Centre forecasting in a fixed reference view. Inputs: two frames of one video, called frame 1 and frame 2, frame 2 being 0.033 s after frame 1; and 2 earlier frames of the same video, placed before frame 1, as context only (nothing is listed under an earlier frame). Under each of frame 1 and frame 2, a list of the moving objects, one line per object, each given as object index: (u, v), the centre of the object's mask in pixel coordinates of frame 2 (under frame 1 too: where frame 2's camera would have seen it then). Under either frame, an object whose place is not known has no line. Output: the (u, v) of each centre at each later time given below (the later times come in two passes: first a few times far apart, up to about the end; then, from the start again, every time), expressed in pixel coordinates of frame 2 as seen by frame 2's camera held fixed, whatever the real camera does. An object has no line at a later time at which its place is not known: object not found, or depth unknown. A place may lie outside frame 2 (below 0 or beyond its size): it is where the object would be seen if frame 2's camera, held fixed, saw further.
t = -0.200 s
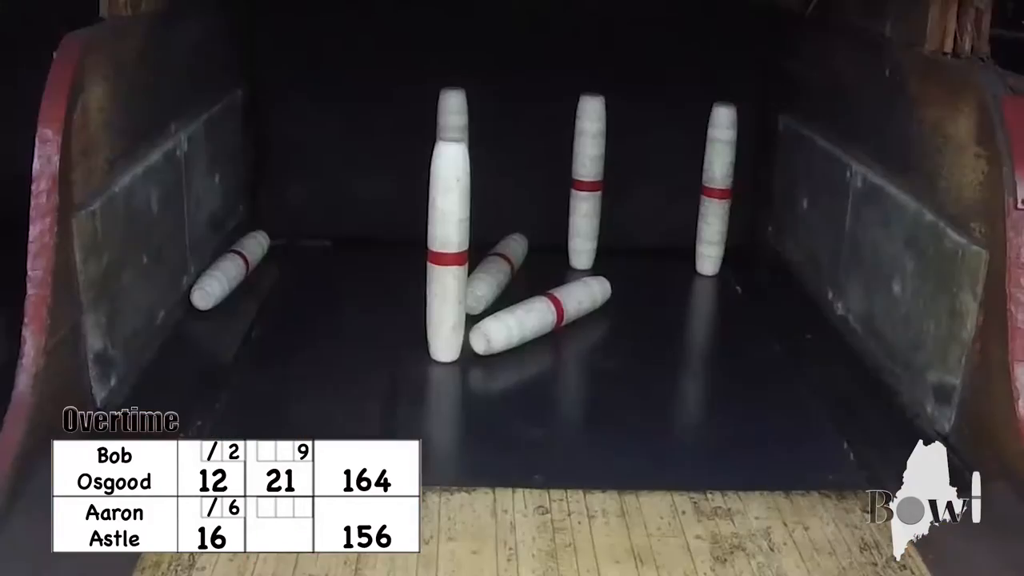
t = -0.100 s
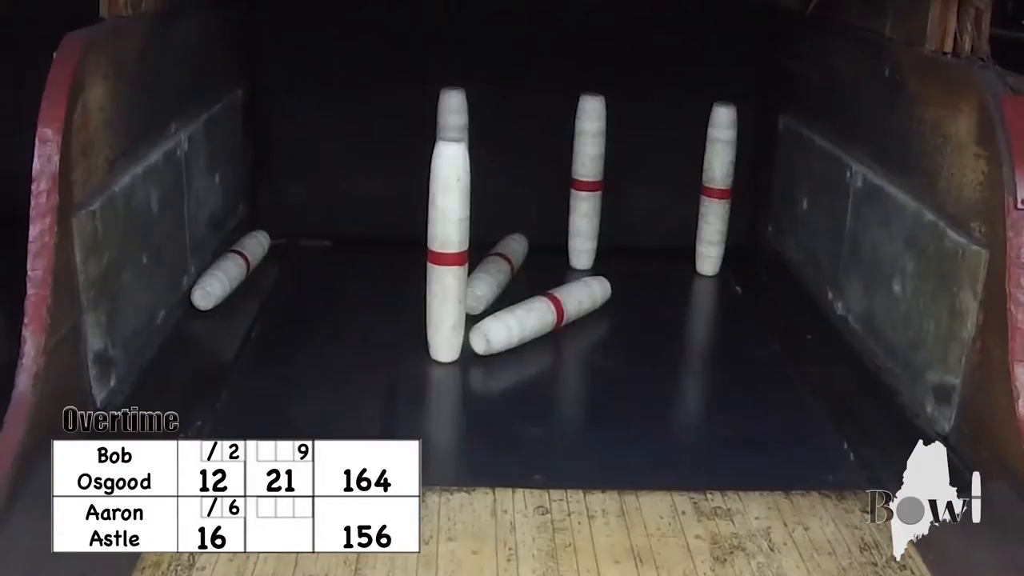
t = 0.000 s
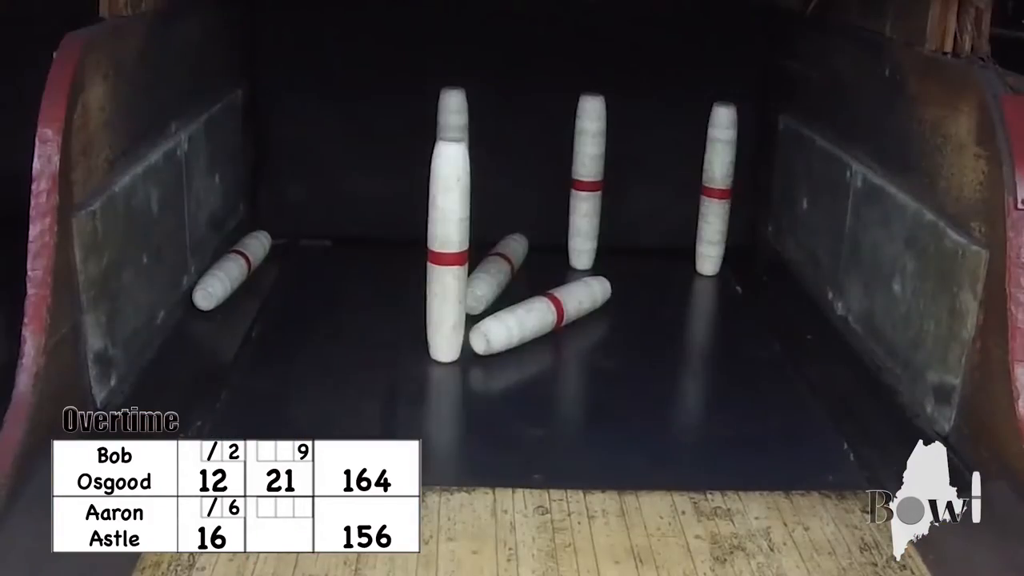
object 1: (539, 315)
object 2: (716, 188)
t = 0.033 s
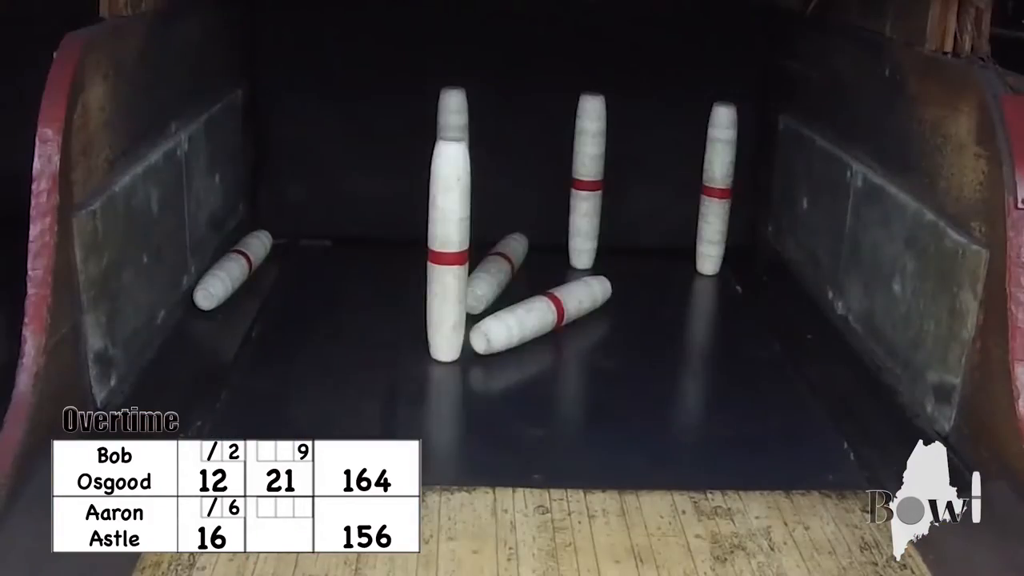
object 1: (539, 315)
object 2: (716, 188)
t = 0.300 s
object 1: (680, 138)
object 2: (714, 160)
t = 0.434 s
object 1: (612, 104)
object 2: (723, 207)
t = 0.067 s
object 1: (539, 315)
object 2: (716, 187)
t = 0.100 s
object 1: (541, 314)
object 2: (716, 188)
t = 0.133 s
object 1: (581, 271)
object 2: (716, 188)
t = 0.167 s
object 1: (646, 219)
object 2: (729, 200)
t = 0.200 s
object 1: (635, 192)
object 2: (753, 181)
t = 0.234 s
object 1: (644, 169)
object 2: (751, 181)
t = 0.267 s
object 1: (664, 148)
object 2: (738, 166)
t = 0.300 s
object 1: (680, 138)
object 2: (714, 160)
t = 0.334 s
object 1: (666, 123)
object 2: (711, 168)
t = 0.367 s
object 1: (648, 112)
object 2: (714, 179)
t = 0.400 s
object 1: (630, 106)
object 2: (717, 193)
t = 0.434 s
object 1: (612, 104)
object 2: (723, 207)
